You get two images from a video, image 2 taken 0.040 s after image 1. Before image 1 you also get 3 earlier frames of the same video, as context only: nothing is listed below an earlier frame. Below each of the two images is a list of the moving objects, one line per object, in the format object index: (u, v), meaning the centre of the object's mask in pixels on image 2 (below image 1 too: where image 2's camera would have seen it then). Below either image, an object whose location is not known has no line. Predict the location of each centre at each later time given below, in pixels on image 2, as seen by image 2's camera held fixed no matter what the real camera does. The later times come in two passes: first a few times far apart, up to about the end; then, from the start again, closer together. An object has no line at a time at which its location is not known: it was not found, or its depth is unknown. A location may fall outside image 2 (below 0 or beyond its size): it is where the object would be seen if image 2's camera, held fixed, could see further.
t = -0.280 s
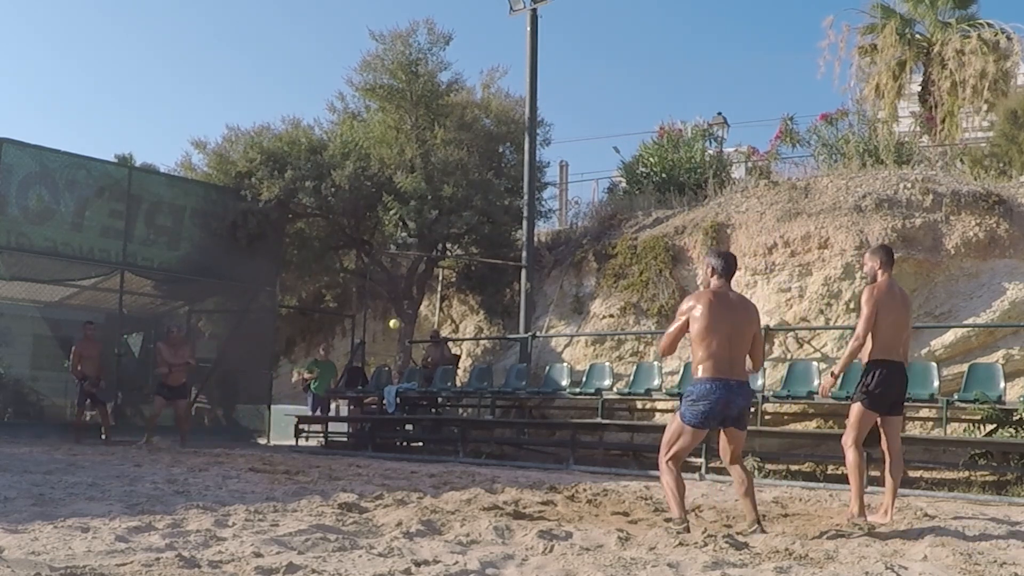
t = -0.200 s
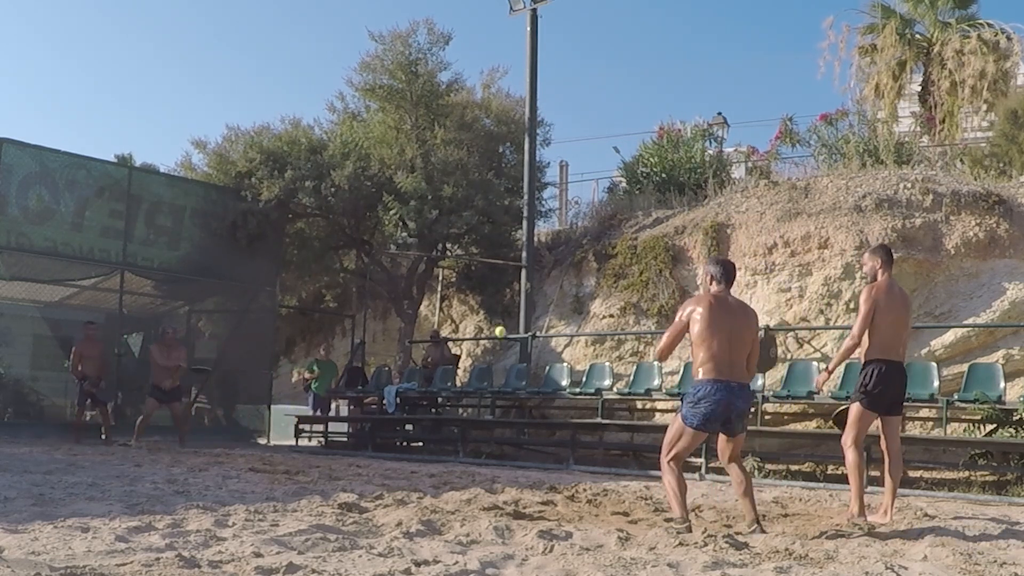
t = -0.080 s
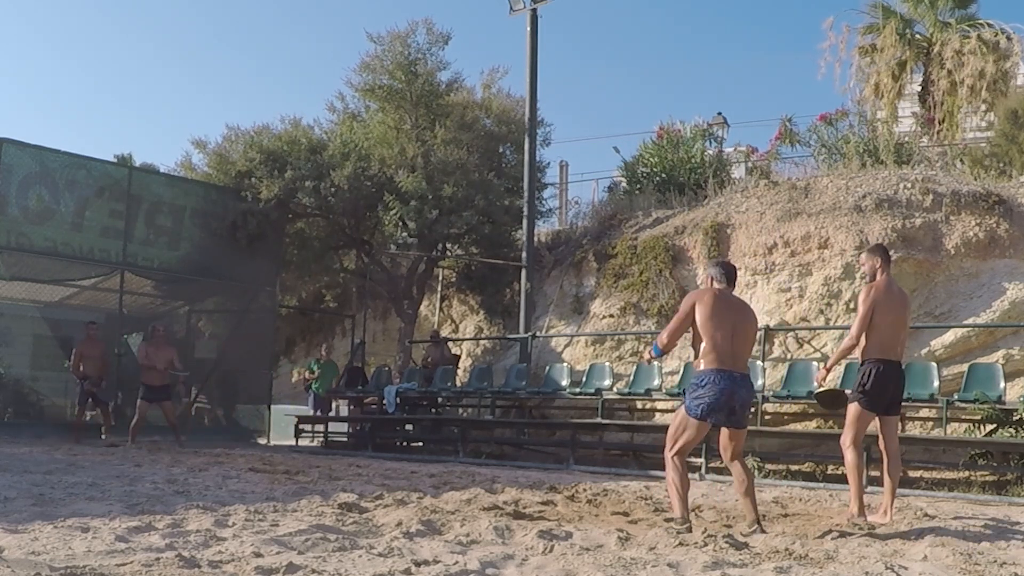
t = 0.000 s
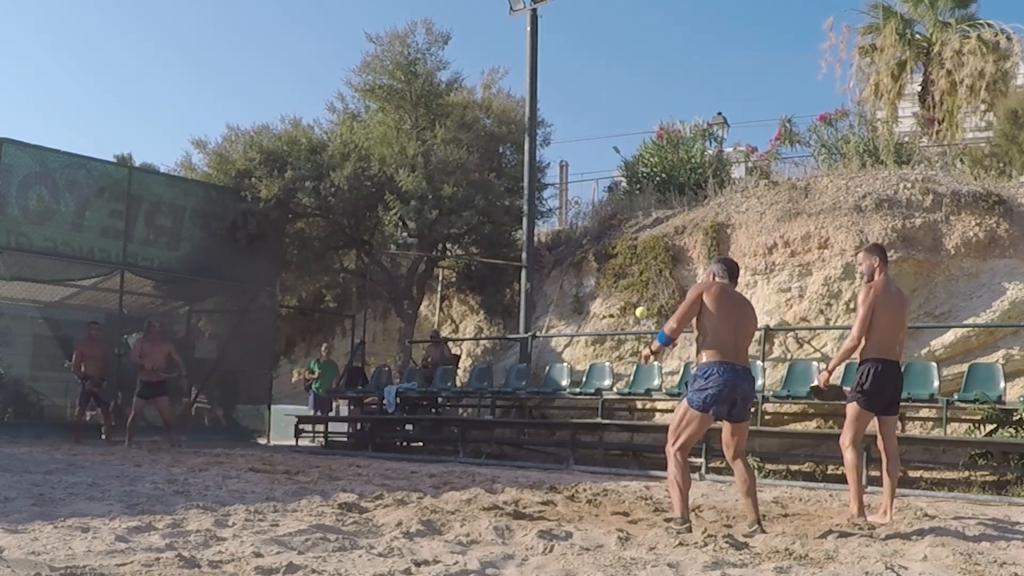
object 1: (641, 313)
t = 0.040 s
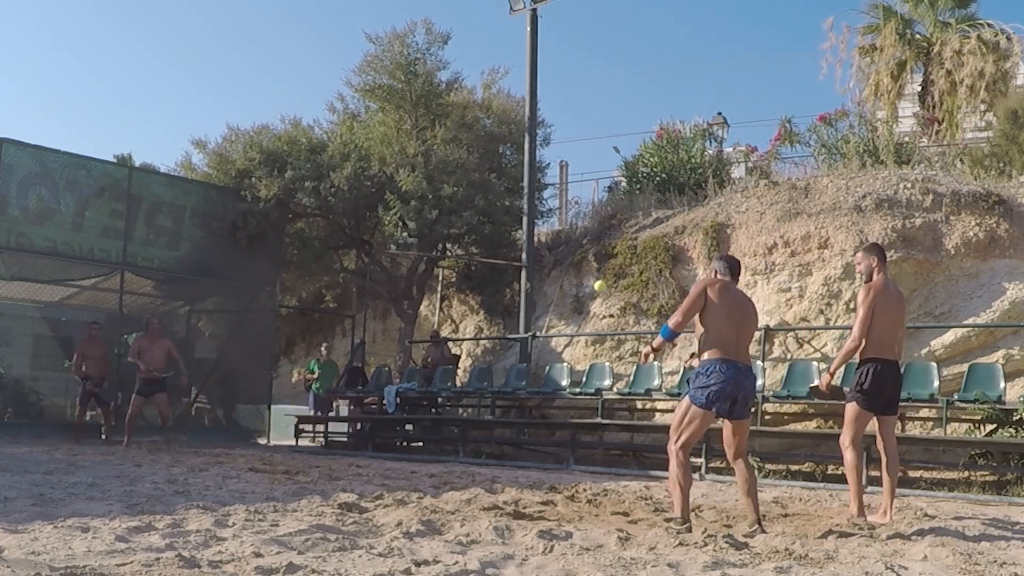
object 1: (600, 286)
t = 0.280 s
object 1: (411, 207)
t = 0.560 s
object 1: (275, 217)
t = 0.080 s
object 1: (561, 264)
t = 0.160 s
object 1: (493, 232)
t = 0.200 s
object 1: (464, 221)
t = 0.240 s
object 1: (436, 213)
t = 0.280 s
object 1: (411, 207)
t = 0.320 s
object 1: (387, 203)
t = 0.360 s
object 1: (365, 202)
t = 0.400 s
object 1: (345, 202)
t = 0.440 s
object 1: (326, 204)
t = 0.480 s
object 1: (307, 207)
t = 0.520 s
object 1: (291, 212)
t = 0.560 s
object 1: (275, 217)
